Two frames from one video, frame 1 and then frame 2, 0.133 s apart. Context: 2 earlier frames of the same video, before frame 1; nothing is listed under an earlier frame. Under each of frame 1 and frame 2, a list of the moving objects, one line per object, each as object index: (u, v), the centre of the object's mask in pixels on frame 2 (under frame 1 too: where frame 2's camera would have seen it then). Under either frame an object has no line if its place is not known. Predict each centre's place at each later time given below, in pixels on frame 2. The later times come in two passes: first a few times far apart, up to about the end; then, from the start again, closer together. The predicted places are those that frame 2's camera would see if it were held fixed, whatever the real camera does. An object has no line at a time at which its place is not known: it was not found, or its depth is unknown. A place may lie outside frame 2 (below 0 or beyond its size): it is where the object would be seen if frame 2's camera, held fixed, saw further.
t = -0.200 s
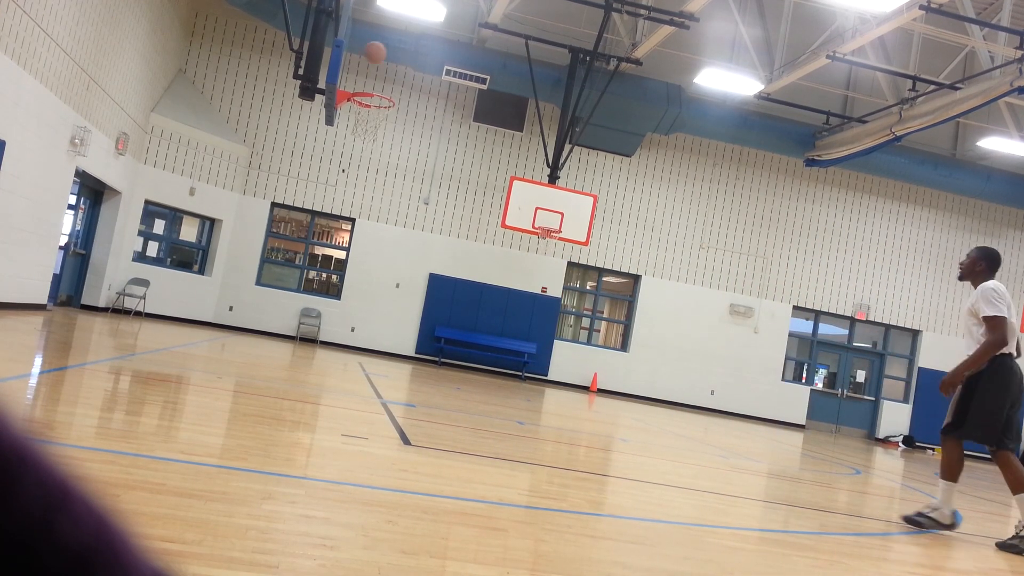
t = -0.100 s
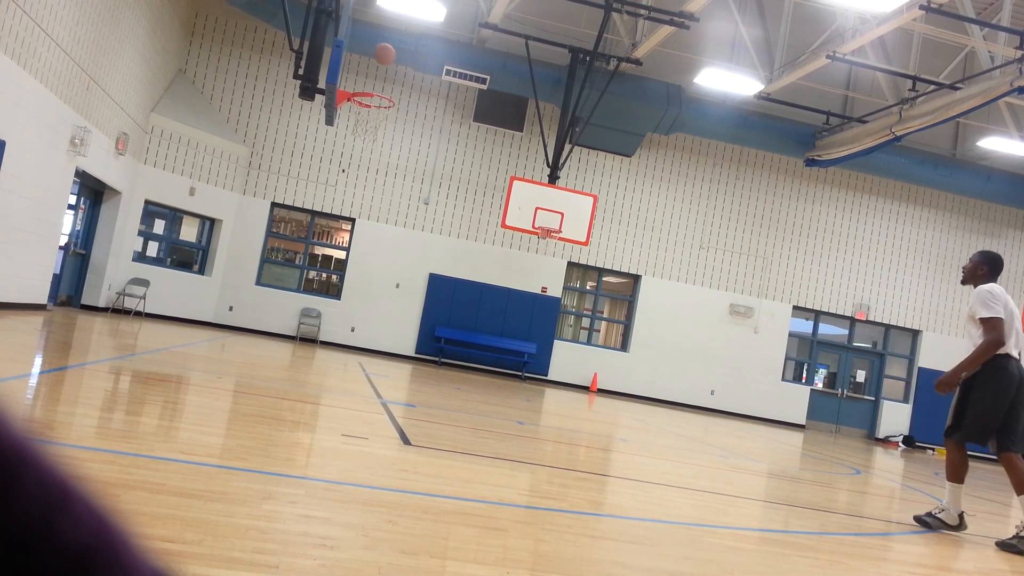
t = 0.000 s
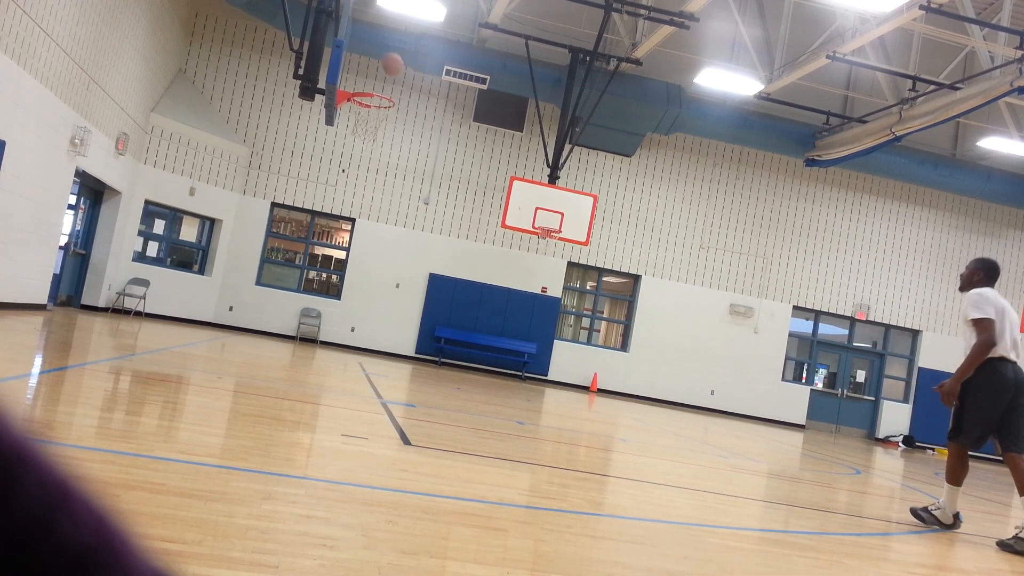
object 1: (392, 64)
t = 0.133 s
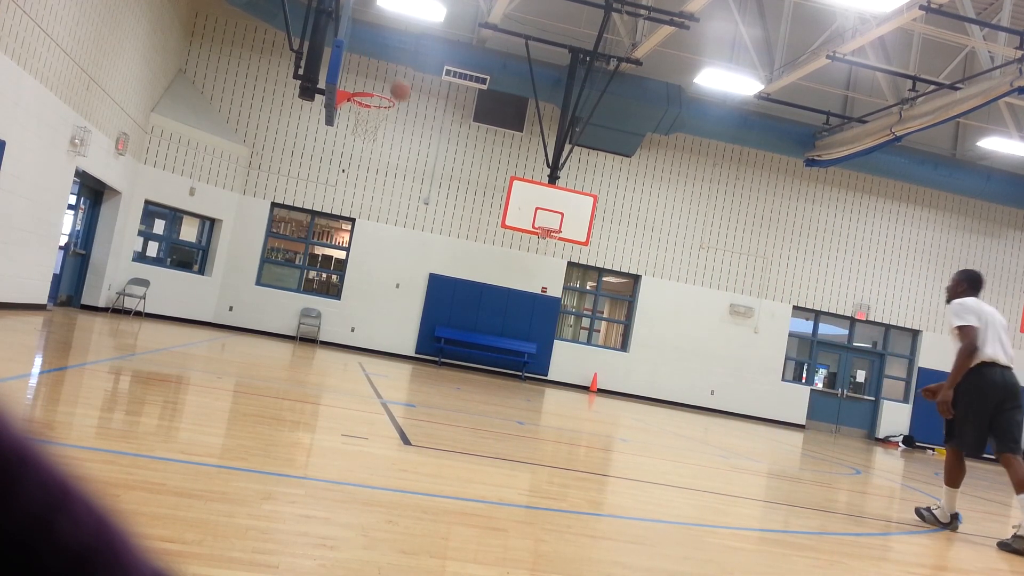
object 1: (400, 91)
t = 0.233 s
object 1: (405, 120)
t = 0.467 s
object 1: (408, 217)
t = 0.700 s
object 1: (404, 355)
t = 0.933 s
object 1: (406, 291)
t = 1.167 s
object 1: (401, 235)
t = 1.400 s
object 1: (389, 220)
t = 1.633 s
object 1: (369, 245)
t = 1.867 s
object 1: (343, 310)
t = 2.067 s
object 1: (328, 331)
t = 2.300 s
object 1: (327, 283)
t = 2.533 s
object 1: (320, 273)
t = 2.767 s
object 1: (304, 300)
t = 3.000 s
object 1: (287, 336)
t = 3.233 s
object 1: (283, 299)
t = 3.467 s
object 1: (271, 300)
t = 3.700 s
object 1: (252, 337)
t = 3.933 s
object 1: (246, 309)
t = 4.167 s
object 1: (234, 310)
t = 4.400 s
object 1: (220, 326)
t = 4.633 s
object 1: (212, 312)
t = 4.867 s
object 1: (198, 328)
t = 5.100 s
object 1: (190, 315)
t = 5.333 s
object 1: (178, 320)
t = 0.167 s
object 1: (402, 99)
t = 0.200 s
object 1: (403, 109)
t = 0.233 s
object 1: (405, 120)
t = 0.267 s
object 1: (405, 131)
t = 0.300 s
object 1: (406, 143)
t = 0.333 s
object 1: (407, 155)
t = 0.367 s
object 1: (407, 169)
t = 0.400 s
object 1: (408, 183)
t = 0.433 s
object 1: (408, 200)
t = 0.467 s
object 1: (408, 217)
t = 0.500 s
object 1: (408, 234)
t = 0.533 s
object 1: (408, 252)
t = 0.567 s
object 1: (407, 271)
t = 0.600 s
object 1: (407, 291)
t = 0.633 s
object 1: (406, 311)
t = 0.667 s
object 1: (405, 333)
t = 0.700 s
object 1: (404, 355)
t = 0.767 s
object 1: (404, 361)
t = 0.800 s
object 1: (405, 344)
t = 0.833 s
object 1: (405, 329)
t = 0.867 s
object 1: (406, 316)
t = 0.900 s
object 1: (406, 303)
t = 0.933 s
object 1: (406, 291)
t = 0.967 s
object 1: (406, 280)
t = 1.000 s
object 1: (405, 271)
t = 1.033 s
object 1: (405, 262)
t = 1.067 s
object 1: (404, 254)
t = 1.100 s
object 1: (403, 246)
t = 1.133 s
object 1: (402, 240)
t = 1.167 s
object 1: (401, 235)
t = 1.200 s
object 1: (400, 230)
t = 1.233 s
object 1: (399, 226)
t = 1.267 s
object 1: (397, 223)
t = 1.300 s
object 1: (395, 221)
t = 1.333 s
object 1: (393, 220)
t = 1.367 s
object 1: (391, 219)
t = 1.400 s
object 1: (389, 220)
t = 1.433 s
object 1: (387, 221)
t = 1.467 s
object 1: (384, 223)
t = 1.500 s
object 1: (382, 226)
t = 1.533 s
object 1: (379, 229)
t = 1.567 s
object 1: (376, 234)
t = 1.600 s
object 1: (373, 239)
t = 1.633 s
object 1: (369, 245)
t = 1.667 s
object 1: (366, 252)
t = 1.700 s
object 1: (363, 259)
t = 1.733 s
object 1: (359, 268)
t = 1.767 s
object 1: (355, 277)
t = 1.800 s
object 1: (352, 287)
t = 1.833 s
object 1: (347, 299)
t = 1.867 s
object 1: (343, 310)
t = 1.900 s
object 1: (339, 323)
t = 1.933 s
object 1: (334, 336)
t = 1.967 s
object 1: (329, 350)
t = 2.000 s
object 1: (327, 351)
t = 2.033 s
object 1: (328, 342)
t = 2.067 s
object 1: (328, 331)
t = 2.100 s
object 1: (329, 322)
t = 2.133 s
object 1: (329, 313)
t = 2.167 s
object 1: (328, 306)
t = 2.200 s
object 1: (328, 298)
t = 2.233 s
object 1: (328, 292)
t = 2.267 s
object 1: (328, 287)
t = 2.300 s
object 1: (327, 283)
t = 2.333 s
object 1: (327, 280)
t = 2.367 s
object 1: (326, 276)
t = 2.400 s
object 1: (325, 274)
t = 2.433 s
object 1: (324, 272)
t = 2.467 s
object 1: (323, 272)
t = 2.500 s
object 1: (321, 272)
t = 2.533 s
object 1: (320, 273)
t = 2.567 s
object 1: (317, 274)
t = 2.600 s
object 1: (316, 276)
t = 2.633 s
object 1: (313, 281)
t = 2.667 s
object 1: (311, 284)
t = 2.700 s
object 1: (309, 288)
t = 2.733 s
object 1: (307, 294)
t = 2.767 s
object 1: (304, 300)
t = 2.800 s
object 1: (301, 308)
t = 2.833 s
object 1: (299, 316)
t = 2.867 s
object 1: (295, 324)
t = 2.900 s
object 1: (292, 334)
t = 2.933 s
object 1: (289, 344)
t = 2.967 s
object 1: (287, 343)
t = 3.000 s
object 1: (287, 336)
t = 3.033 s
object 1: (287, 328)
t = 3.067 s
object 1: (287, 321)
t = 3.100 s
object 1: (286, 315)
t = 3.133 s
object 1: (286, 310)
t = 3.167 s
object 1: (285, 305)
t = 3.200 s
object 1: (284, 302)
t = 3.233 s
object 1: (283, 299)
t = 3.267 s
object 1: (281, 297)
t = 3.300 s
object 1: (280, 295)
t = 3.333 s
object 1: (278, 295)
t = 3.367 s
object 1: (277, 295)
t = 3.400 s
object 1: (275, 296)
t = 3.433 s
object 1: (273, 297)
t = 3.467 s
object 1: (271, 300)
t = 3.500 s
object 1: (268, 303)
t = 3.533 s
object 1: (266, 307)
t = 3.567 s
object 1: (263, 311)
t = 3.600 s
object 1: (261, 317)
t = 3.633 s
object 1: (257, 323)
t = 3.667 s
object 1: (255, 330)
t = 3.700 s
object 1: (252, 337)
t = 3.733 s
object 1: (250, 336)
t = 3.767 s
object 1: (250, 330)
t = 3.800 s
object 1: (249, 324)
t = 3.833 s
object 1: (249, 319)
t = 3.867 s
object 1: (248, 315)
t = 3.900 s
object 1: (247, 311)
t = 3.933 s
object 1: (246, 309)
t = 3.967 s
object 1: (245, 307)
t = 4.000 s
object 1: (243, 305)
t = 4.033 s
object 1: (242, 305)
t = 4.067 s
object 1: (240, 305)
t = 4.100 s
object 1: (239, 306)
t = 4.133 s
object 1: (237, 308)
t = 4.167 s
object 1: (234, 310)
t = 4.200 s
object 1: (232, 313)
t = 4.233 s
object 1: (230, 317)
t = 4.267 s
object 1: (227, 322)
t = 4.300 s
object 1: (224, 327)
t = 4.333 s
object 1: (221, 333)
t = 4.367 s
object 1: (220, 331)
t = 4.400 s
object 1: (220, 326)
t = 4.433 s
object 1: (219, 322)
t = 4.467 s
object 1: (218, 318)
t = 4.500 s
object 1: (218, 315)
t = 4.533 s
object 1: (216, 313)
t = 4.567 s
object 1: (215, 312)
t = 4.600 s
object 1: (214, 311)
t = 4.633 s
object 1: (212, 312)
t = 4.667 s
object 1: (211, 312)
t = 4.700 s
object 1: (209, 314)
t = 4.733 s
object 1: (207, 317)
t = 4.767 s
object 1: (205, 320)
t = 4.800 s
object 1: (203, 324)
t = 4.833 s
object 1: (200, 328)
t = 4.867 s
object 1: (198, 328)
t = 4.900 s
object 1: (198, 324)
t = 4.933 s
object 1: (197, 321)
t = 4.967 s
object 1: (196, 318)
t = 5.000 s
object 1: (195, 316)
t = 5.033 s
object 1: (193, 315)
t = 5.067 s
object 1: (192, 315)
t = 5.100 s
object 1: (190, 315)
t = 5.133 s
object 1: (189, 316)
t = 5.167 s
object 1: (187, 317)
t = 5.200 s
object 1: (185, 320)
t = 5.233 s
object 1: (183, 323)
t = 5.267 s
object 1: (180, 326)
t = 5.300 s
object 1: (179, 323)
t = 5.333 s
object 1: (178, 320)
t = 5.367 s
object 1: (177, 318)
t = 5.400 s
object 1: (176, 317)
